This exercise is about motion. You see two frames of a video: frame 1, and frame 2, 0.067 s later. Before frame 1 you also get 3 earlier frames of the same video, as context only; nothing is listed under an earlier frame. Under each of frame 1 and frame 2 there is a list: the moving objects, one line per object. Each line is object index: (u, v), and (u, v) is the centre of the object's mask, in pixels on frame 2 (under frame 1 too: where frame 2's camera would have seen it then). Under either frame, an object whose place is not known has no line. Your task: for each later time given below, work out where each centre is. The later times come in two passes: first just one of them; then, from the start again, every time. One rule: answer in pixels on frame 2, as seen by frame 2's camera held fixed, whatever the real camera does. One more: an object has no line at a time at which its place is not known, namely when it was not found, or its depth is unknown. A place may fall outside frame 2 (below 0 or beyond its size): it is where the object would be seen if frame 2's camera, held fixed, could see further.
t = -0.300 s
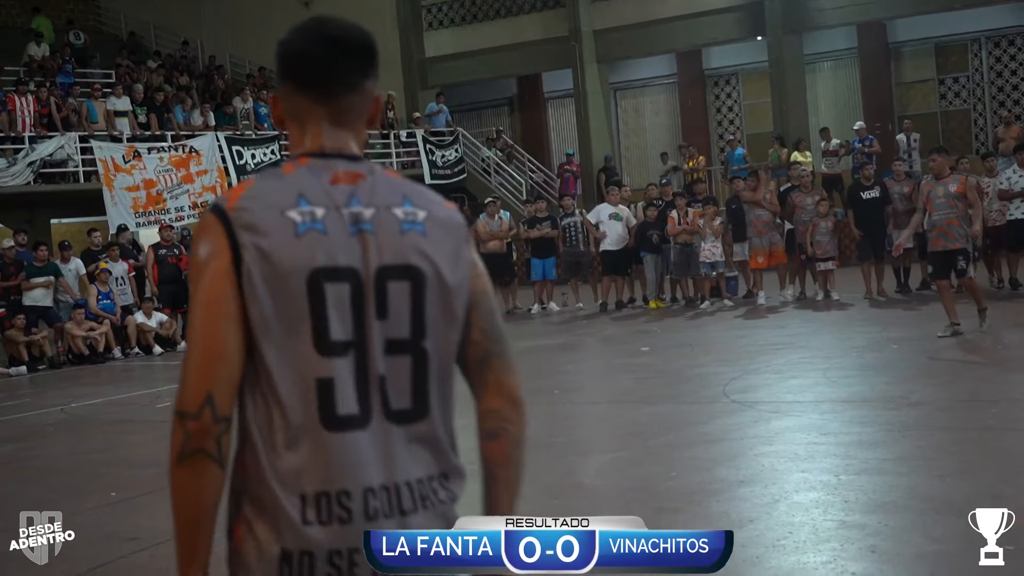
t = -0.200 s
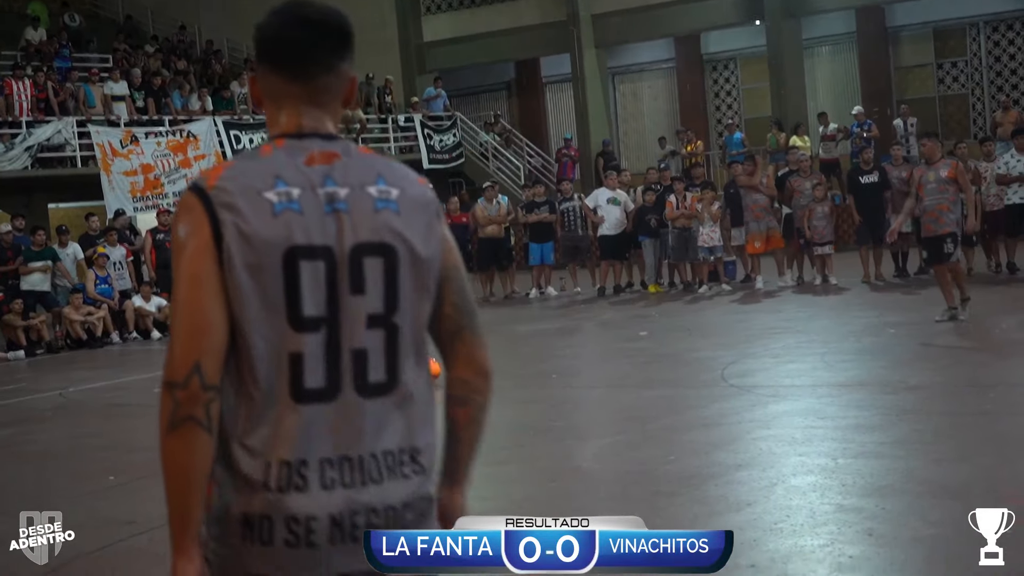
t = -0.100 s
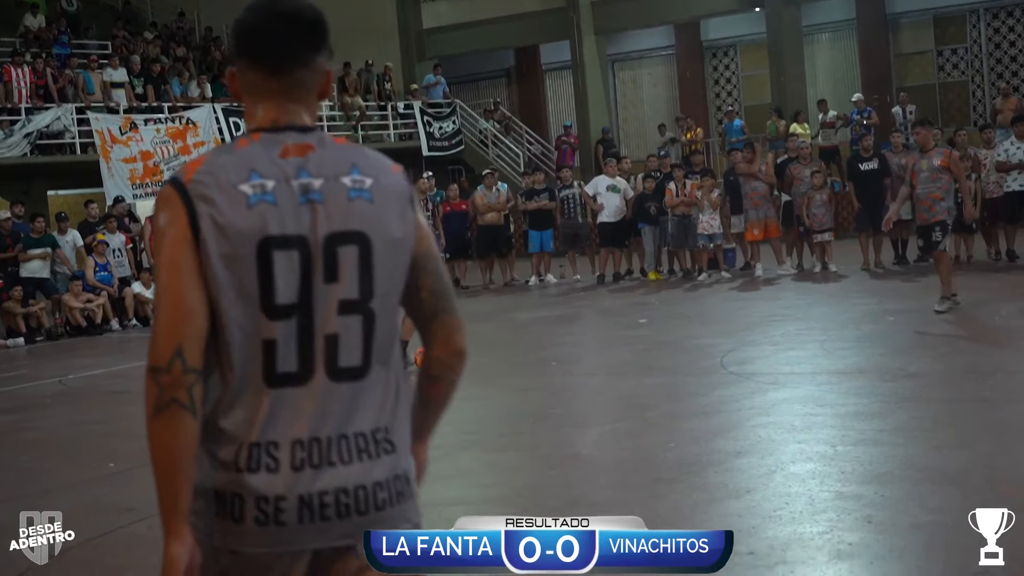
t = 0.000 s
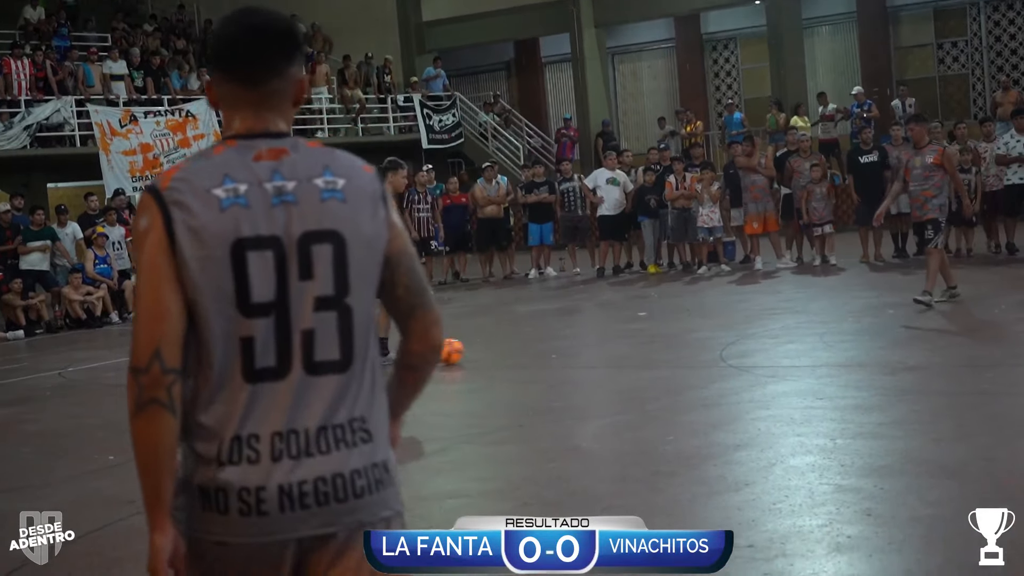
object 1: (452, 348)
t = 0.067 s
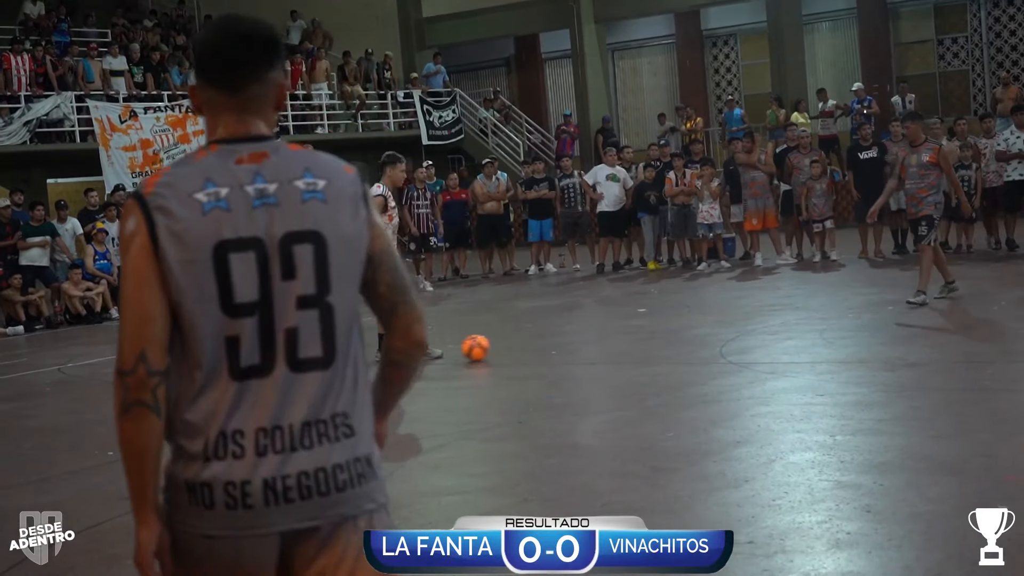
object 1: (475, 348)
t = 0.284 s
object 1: (553, 349)
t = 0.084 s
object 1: (482, 348)
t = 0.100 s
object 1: (488, 348)
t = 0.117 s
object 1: (494, 348)
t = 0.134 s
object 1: (501, 348)
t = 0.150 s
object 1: (507, 348)
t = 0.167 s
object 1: (513, 348)
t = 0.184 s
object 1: (519, 348)
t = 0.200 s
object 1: (525, 348)
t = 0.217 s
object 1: (530, 348)
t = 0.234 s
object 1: (536, 349)
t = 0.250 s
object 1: (542, 349)
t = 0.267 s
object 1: (548, 349)
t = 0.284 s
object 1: (553, 349)
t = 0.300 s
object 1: (559, 349)
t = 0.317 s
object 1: (564, 349)
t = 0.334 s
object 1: (569, 348)
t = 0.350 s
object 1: (574, 348)
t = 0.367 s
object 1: (577, 349)
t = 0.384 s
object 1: (582, 349)
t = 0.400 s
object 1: (586, 349)
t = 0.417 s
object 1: (590, 348)
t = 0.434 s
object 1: (595, 348)
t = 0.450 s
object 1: (599, 348)
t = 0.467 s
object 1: (603, 348)
